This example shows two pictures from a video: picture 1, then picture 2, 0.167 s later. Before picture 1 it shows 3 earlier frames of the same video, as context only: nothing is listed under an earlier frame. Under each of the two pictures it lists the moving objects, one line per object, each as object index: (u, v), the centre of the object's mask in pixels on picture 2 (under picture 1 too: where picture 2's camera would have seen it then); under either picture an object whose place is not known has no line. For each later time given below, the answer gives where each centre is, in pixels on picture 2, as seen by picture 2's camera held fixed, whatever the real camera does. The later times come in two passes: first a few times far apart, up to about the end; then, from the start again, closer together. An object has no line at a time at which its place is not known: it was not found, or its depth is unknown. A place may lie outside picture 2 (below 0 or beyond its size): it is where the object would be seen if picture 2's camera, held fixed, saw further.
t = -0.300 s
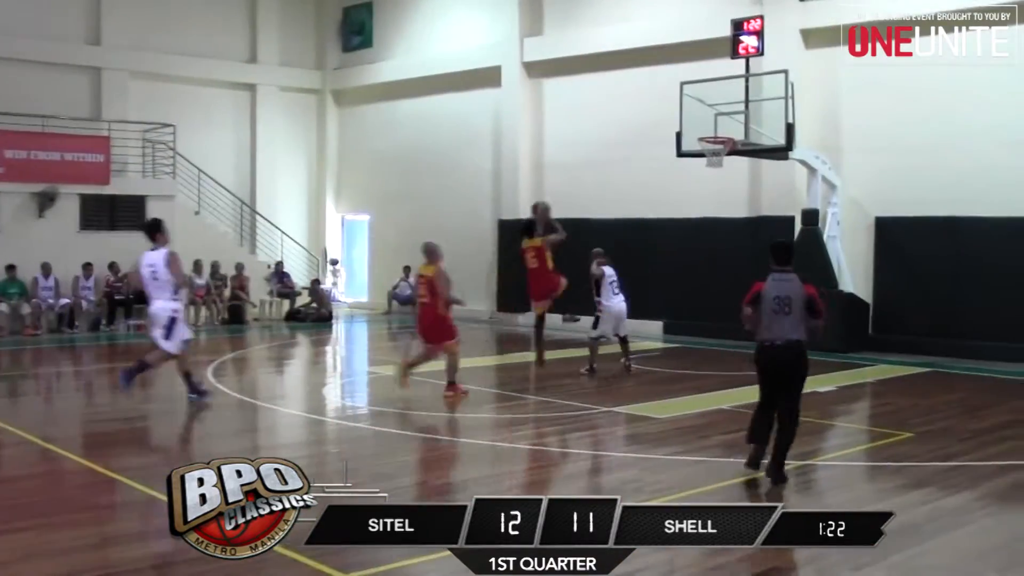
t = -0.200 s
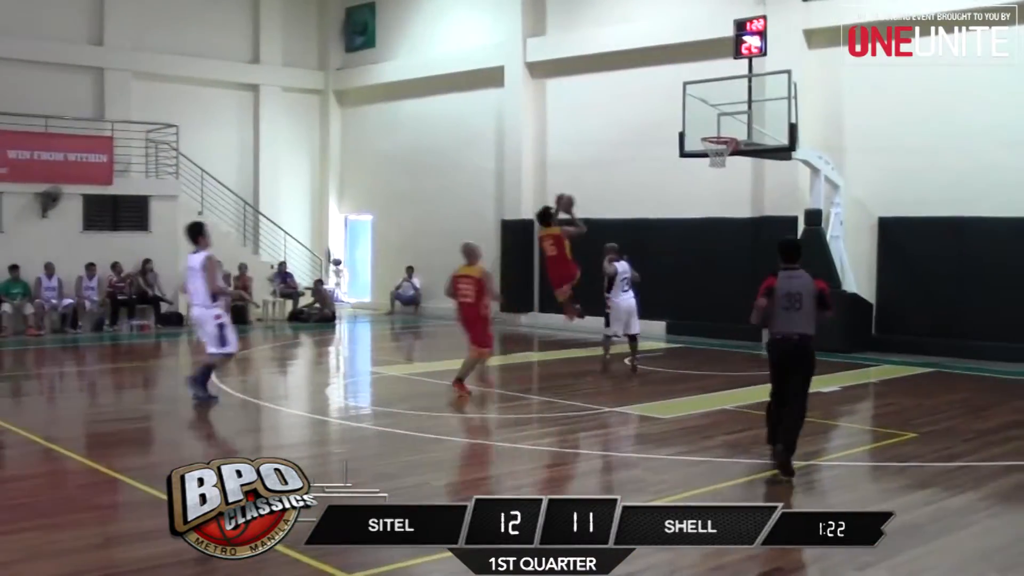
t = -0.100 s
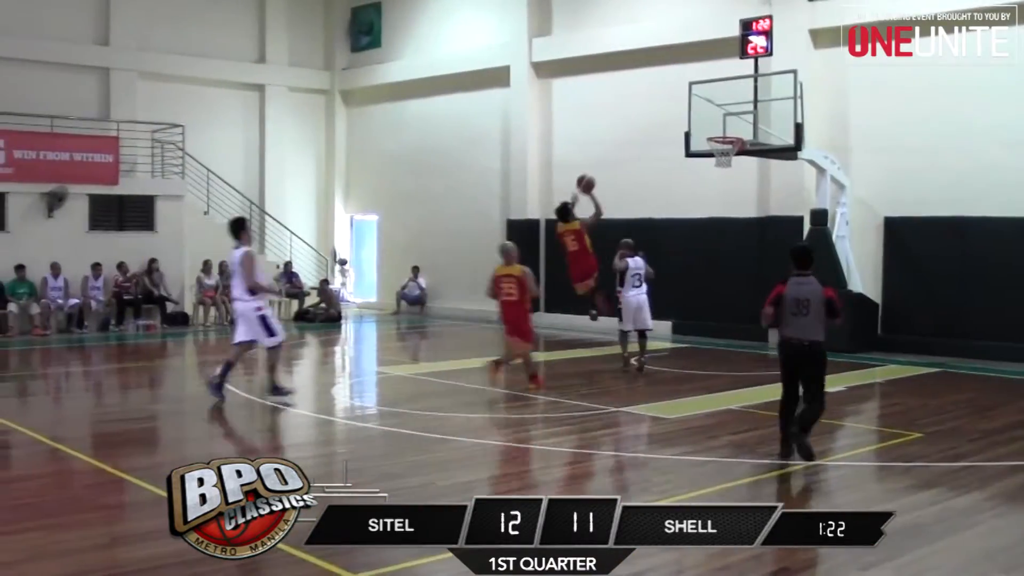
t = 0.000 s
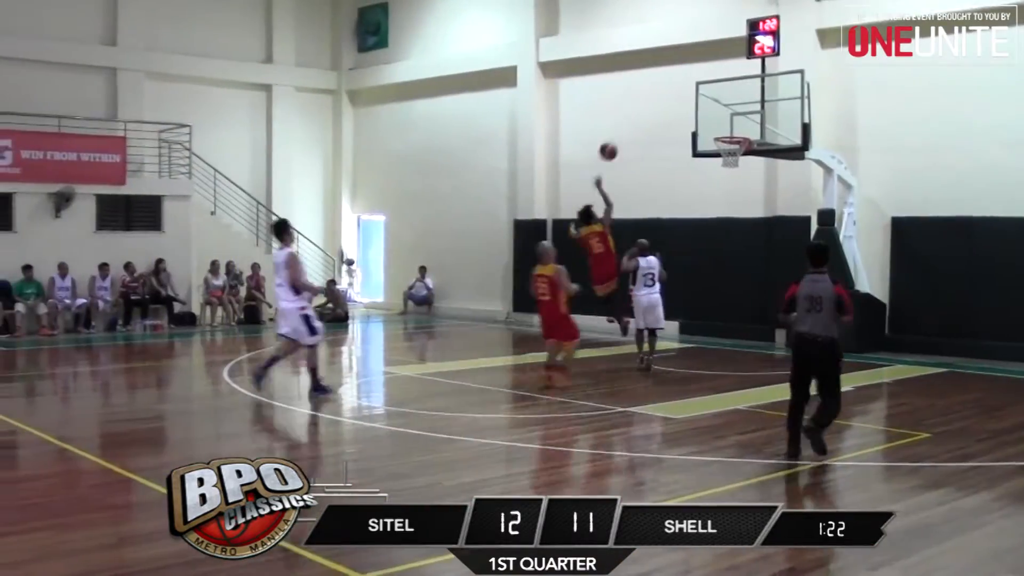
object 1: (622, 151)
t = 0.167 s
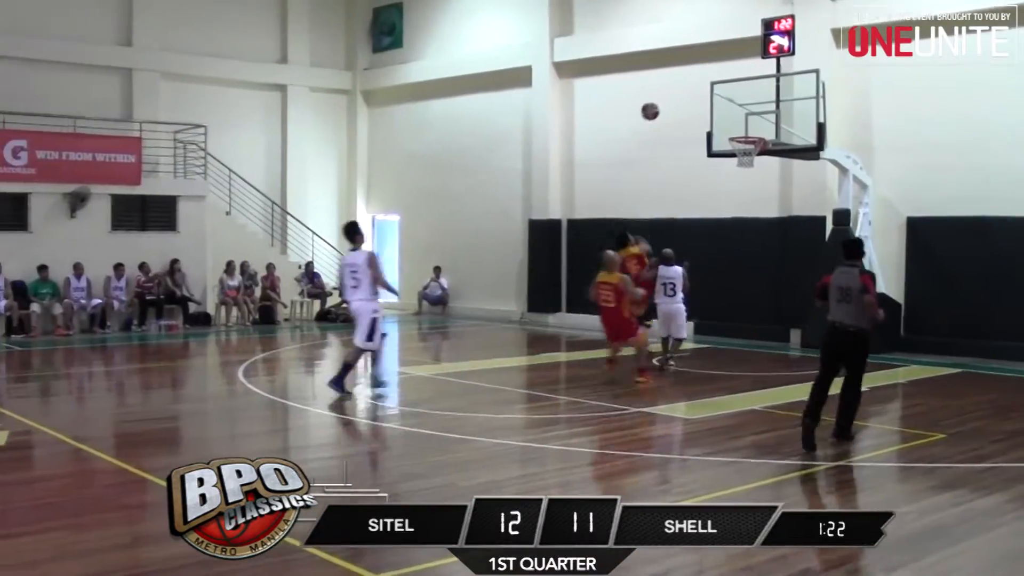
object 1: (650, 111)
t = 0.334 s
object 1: (675, 95)
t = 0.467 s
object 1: (694, 96)
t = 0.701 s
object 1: (726, 126)
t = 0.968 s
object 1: (752, 118)
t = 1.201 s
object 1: (749, 126)
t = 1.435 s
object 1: (741, 153)
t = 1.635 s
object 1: (739, 160)
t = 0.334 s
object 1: (675, 95)
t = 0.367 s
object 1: (680, 94)
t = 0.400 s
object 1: (685, 94)
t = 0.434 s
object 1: (690, 94)
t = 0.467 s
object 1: (694, 96)
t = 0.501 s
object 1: (699, 98)
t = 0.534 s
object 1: (703, 101)
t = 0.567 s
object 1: (708, 104)
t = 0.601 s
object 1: (713, 109)
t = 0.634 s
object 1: (717, 114)
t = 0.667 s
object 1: (721, 119)
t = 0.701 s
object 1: (726, 126)
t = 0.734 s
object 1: (729, 130)
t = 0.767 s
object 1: (733, 126)
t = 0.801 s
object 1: (736, 123)
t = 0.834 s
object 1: (740, 120)
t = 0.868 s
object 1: (743, 118)
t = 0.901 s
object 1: (746, 117)
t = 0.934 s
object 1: (749, 117)
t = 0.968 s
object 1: (752, 118)
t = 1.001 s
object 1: (755, 119)
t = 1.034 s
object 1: (755, 119)
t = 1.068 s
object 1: (754, 119)
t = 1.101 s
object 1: (753, 120)
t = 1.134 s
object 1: (752, 121)
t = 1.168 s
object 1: (750, 123)
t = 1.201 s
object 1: (749, 126)
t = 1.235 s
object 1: (747, 129)
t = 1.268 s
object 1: (746, 134)
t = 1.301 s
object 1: (741, 142)
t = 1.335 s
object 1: (741, 148)
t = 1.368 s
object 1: (742, 152)
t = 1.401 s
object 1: (742, 152)
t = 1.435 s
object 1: (741, 153)
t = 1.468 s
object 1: (740, 155)
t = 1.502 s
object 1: (740, 155)
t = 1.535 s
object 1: (739, 157)
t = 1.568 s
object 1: (739, 159)
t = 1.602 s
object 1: (739, 159)
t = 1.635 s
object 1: (739, 160)
